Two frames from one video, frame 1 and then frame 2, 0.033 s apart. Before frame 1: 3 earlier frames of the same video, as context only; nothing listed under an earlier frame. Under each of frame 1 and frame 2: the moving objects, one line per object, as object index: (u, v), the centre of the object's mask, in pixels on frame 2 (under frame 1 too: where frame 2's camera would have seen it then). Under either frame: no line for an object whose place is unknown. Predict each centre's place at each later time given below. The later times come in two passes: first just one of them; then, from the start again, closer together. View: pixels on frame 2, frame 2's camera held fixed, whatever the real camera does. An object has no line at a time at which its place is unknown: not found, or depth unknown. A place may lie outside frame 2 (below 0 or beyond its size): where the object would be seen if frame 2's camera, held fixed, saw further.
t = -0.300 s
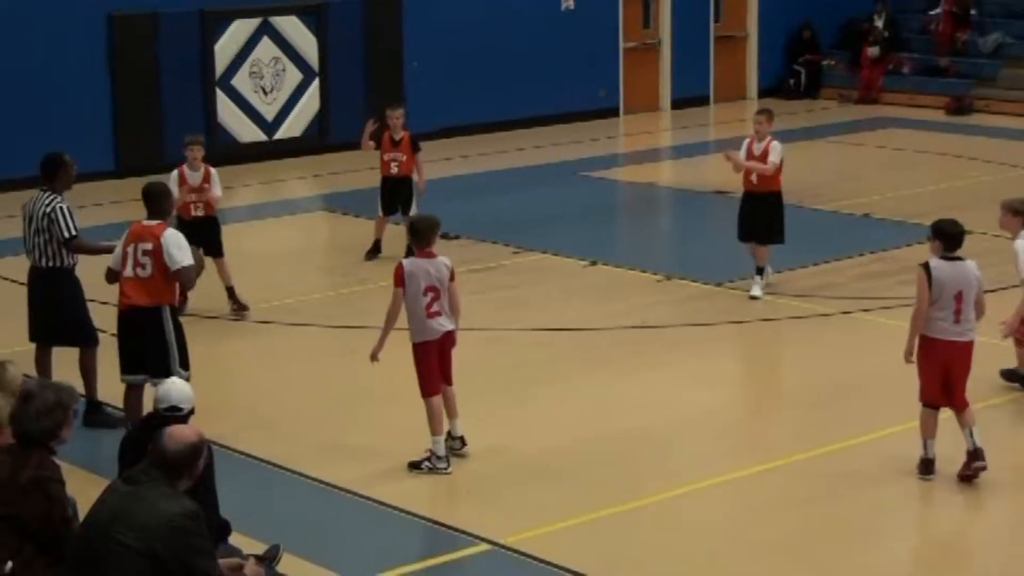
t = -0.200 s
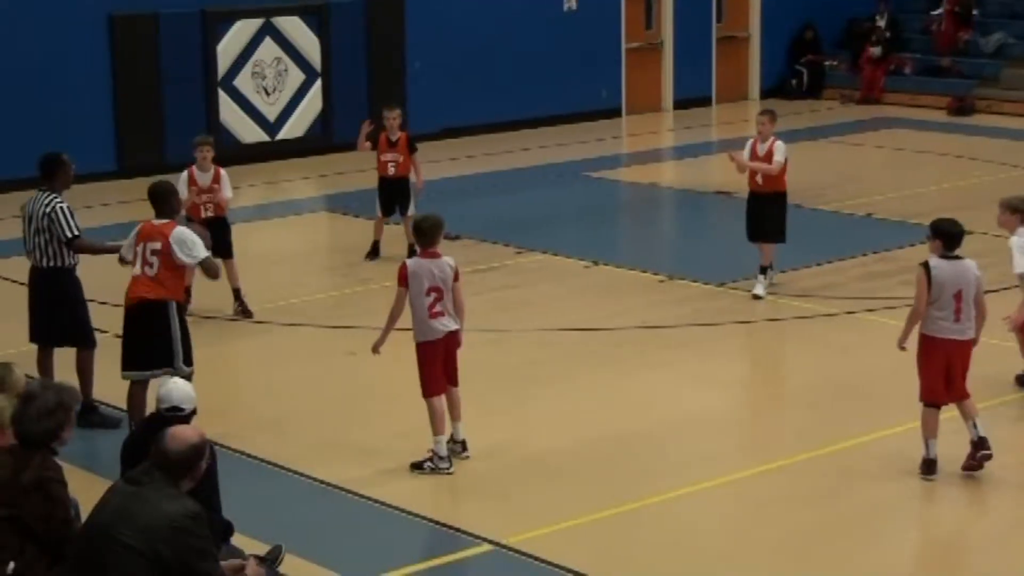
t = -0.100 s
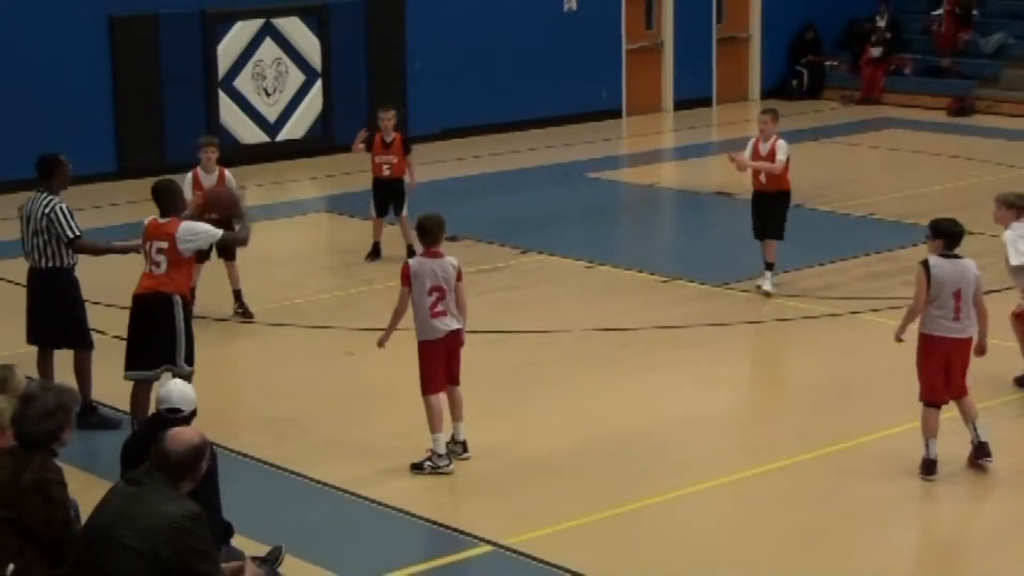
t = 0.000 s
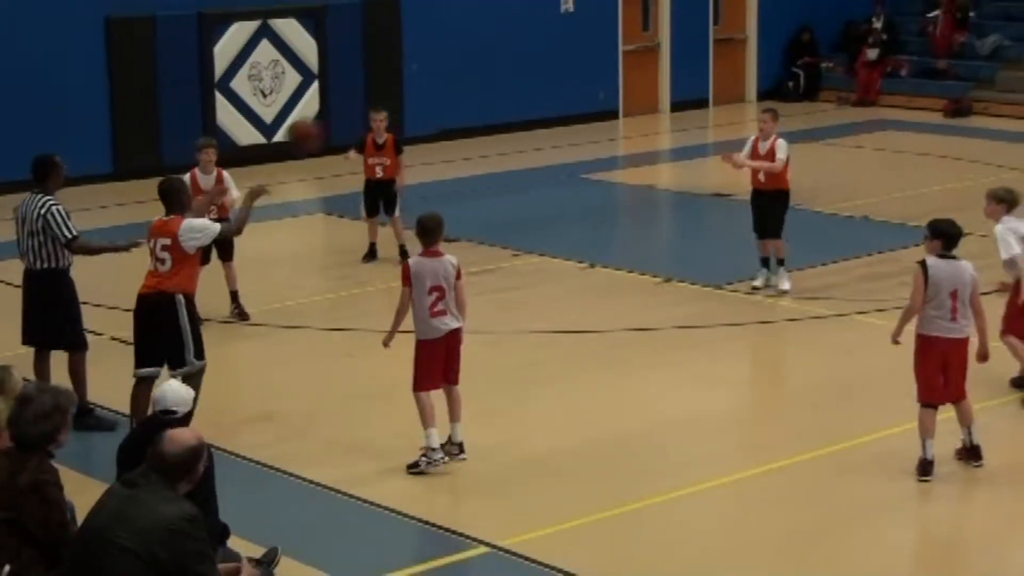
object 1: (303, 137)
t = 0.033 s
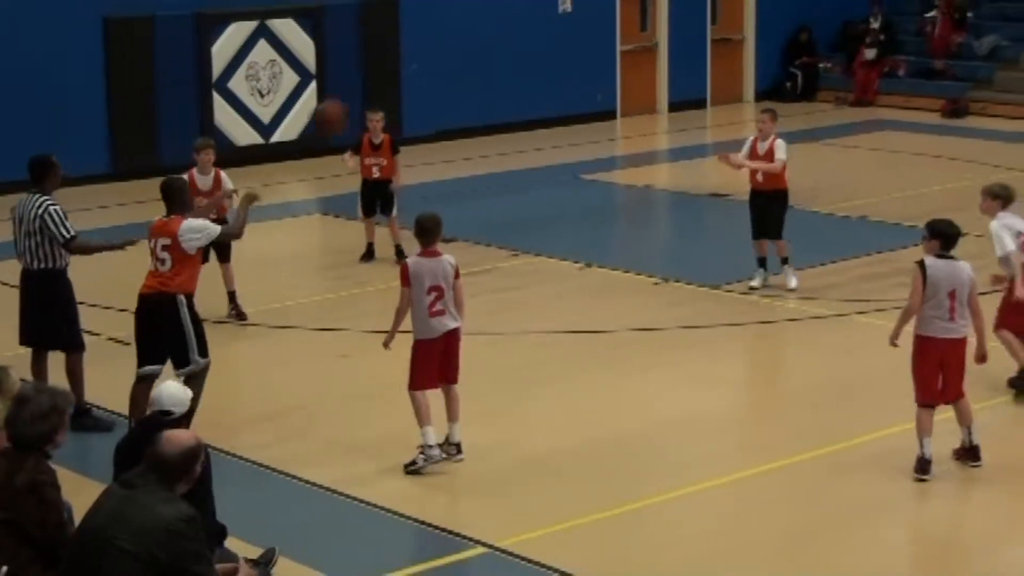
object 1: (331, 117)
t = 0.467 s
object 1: (621, 60)
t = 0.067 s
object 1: (356, 101)
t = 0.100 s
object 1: (383, 87)
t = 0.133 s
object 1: (406, 76)
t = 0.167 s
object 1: (434, 66)
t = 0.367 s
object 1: (568, 47)
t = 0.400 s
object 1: (585, 49)
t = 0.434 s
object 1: (603, 54)
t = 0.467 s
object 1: (621, 60)
